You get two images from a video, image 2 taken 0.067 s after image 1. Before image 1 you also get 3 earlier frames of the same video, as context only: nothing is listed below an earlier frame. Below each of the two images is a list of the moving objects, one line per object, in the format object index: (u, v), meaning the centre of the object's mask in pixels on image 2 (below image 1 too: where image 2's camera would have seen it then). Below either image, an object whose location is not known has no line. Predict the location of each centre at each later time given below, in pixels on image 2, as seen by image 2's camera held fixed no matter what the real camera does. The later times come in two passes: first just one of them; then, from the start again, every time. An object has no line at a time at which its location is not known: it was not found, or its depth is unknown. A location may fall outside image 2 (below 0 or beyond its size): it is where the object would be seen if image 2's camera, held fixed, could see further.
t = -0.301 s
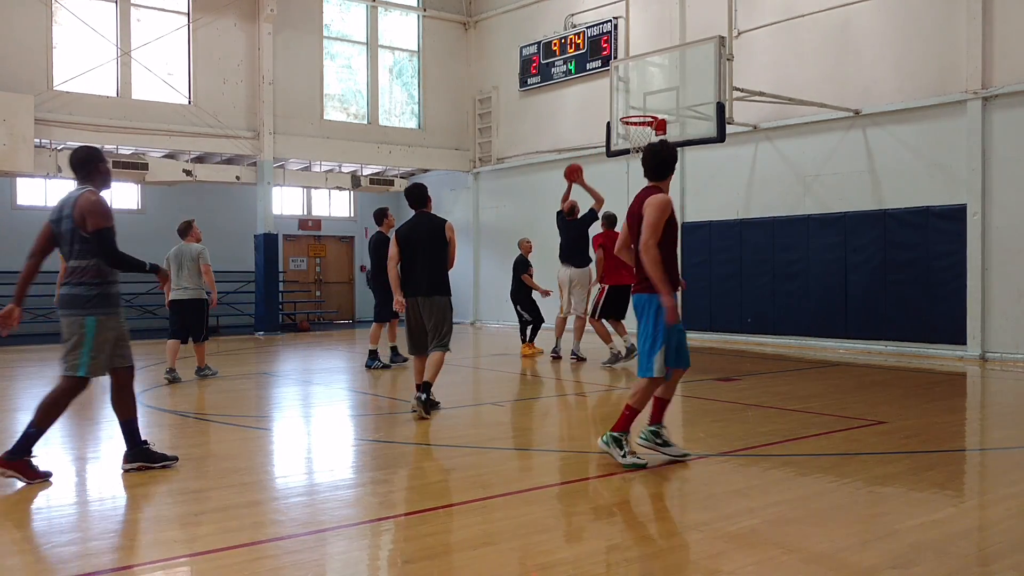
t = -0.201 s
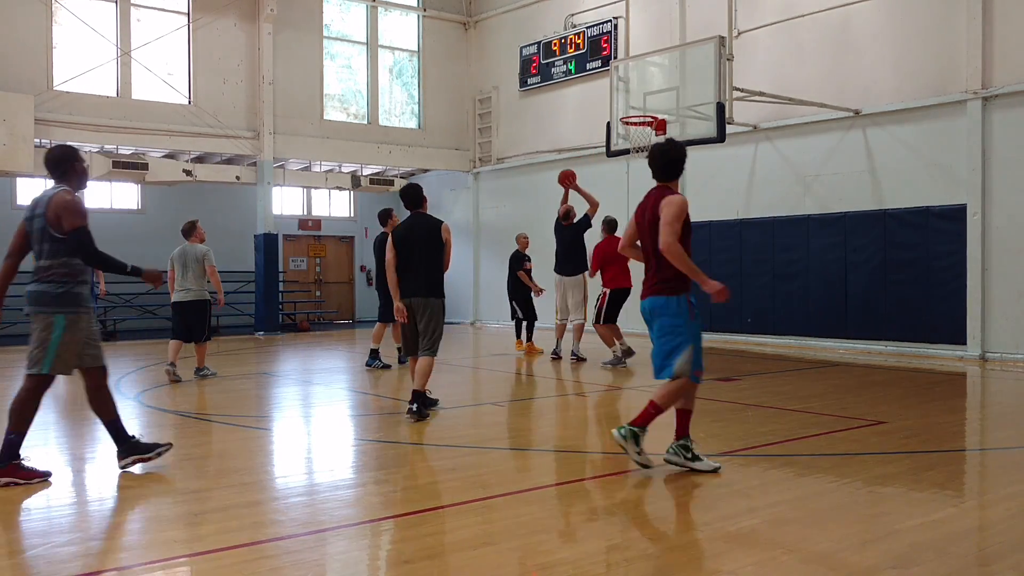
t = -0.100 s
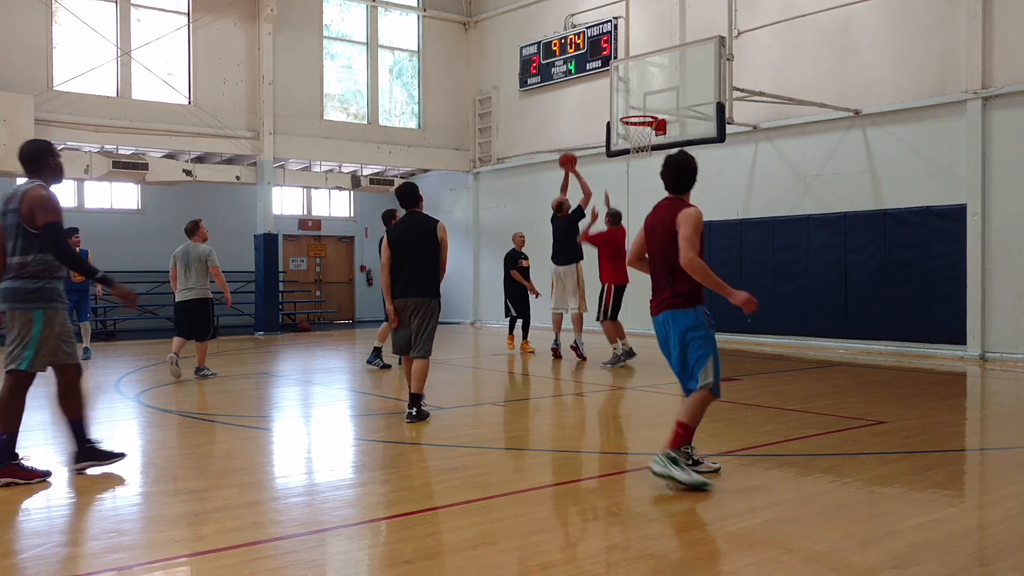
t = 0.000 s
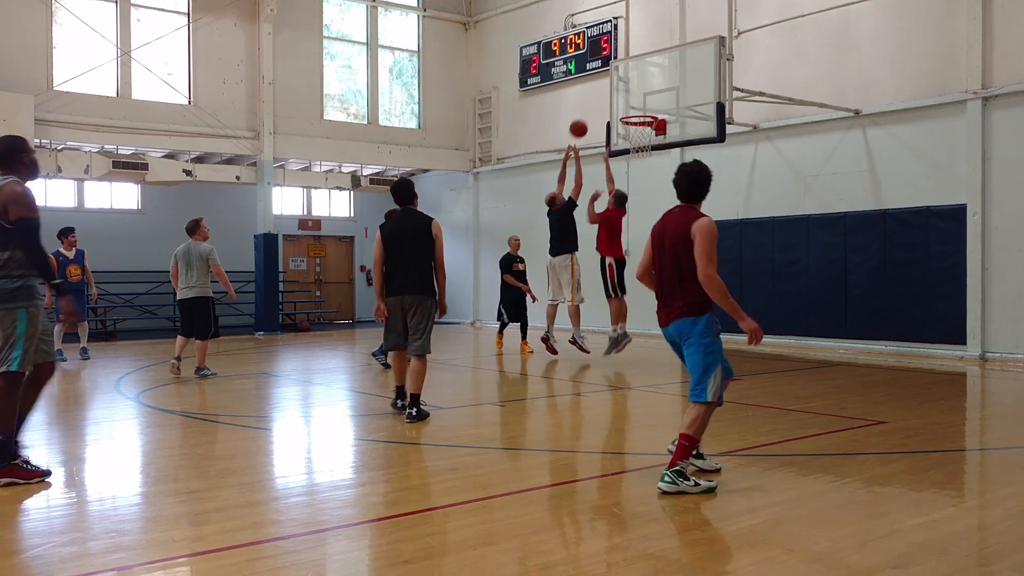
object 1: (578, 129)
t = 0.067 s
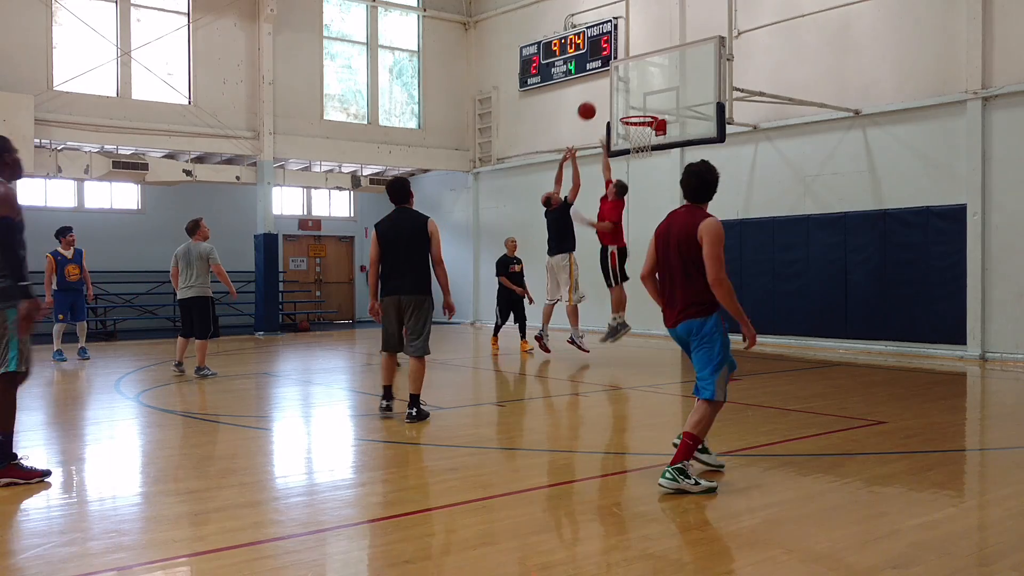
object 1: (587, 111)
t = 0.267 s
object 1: (611, 77)
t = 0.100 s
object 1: (591, 103)
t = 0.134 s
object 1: (595, 96)
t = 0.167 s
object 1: (599, 90)
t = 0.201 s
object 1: (603, 85)
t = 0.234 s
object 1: (607, 81)
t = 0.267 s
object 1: (611, 77)
